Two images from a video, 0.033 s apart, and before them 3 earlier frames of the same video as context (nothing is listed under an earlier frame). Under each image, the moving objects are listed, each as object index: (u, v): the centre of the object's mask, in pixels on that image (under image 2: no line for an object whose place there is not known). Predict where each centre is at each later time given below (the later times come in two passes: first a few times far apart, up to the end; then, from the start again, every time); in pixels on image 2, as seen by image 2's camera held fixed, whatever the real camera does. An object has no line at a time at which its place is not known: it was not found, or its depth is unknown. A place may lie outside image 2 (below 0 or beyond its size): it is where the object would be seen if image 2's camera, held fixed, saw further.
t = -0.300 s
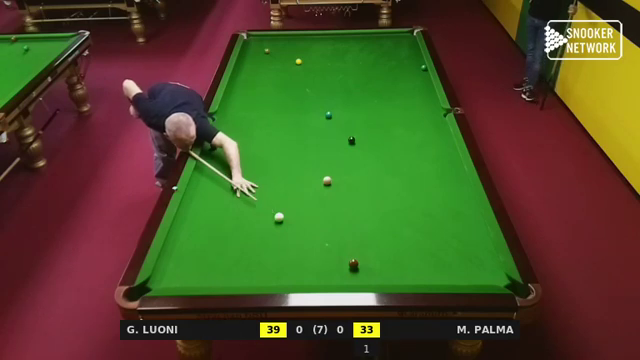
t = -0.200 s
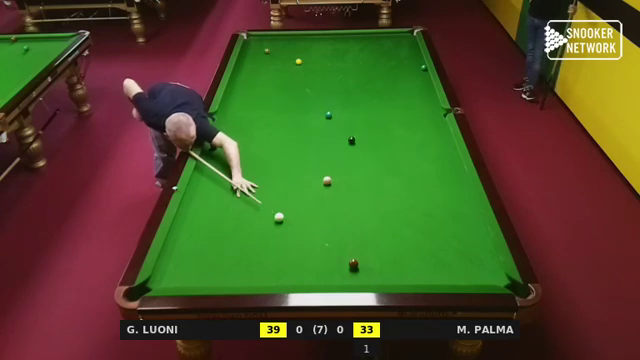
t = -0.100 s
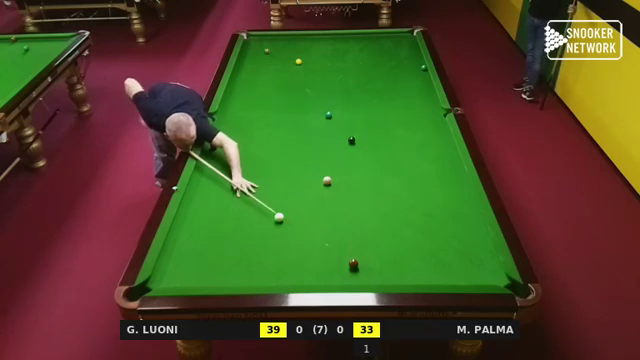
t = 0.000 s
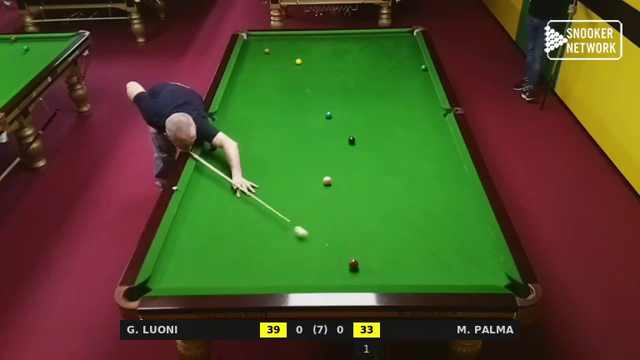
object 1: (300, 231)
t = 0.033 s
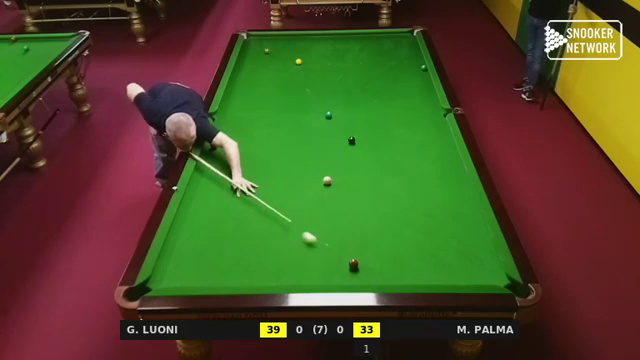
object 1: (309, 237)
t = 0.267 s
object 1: (343, 279)
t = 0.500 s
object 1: (348, 251)
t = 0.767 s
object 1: (355, 224)
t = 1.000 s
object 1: (360, 204)
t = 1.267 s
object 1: (365, 184)
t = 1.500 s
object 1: (369, 169)
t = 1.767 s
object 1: (374, 153)
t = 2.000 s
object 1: (377, 141)
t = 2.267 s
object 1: (380, 129)
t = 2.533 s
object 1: (384, 118)
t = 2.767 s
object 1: (386, 109)
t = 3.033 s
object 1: (389, 100)
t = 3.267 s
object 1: (391, 93)
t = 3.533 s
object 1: (393, 86)
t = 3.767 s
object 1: (395, 80)
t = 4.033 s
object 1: (397, 75)
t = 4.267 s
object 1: (398, 70)
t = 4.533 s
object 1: (400, 65)
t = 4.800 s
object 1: (401, 61)
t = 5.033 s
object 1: (402, 57)
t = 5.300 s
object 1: (403, 54)
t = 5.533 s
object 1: (404, 52)
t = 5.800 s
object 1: (405, 49)
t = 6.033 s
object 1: (406, 47)
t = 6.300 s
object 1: (406, 45)
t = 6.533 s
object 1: (407, 44)
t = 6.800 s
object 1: (407, 43)
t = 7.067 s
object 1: (408, 42)
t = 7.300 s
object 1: (408, 41)
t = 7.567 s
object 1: (408, 41)
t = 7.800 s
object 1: (408, 41)
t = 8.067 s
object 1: (408, 41)
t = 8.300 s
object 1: (408, 41)
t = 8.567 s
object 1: (408, 41)
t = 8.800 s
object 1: (408, 41)
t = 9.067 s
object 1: (408, 41)
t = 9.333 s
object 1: (408, 41)
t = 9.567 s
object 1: (408, 41)
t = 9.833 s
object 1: (408, 41)
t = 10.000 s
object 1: (408, 41)
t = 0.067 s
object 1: (317, 244)
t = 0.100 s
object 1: (326, 250)
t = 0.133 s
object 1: (335, 256)
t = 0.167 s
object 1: (342, 262)
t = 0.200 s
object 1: (342, 268)
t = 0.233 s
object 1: (342, 274)
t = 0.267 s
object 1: (343, 279)
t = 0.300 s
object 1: (343, 276)
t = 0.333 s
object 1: (344, 271)
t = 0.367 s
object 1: (344, 266)
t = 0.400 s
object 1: (345, 262)
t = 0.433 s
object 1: (346, 258)
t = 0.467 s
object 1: (347, 255)
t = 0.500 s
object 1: (348, 251)
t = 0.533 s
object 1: (349, 248)
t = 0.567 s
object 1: (350, 244)
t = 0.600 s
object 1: (351, 241)
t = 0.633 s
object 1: (351, 237)
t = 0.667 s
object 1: (352, 234)
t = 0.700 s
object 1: (353, 231)
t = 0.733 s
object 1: (354, 227)
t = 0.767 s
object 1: (355, 224)
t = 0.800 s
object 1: (355, 221)
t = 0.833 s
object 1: (356, 218)
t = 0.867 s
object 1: (357, 215)
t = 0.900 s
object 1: (358, 212)
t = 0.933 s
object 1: (358, 210)
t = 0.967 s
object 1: (359, 207)
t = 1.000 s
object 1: (360, 204)
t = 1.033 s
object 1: (360, 202)
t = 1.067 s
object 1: (361, 199)
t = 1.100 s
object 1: (362, 196)
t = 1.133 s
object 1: (363, 194)
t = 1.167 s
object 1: (363, 191)
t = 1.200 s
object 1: (364, 189)
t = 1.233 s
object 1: (364, 186)
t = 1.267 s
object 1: (365, 184)
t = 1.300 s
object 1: (366, 182)
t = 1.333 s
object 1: (366, 180)
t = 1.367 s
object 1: (367, 177)
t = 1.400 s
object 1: (368, 175)
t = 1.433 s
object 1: (368, 173)
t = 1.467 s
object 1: (369, 171)
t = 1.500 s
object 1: (369, 169)
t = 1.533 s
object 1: (370, 167)
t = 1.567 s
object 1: (371, 165)
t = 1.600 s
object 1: (371, 163)
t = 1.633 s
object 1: (372, 161)
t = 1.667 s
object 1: (372, 159)
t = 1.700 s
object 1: (373, 157)
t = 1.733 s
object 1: (373, 155)
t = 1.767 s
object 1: (374, 153)
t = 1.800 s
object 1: (374, 152)
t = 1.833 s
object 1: (375, 150)
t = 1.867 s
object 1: (375, 148)
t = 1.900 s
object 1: (376, 146)
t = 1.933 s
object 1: (376, 145)
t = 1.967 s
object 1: (377, 143)
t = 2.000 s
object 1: (377, 141)
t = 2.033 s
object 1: (378, 140)
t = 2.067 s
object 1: (378, 138)
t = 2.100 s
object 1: (378, 136)
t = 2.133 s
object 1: (379, 135)
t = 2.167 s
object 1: (379, 133)
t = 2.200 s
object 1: (380, 132)
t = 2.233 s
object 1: (380, 130)
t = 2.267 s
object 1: (380, 129)
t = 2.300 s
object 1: (381, 127)
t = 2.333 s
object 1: (381, 126)
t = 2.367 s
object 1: (382, 125)
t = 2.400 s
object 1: (382, 123)
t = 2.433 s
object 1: (383, 122)
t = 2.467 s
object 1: (383, 121)
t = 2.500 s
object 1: (383, 119)
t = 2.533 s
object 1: (384, 118)
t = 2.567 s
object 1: (384, 117)
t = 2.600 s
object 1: (384, 115)
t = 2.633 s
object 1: (385, 114)
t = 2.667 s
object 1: (385, 113)
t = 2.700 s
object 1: (385, 112)
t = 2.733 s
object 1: (386, 110)
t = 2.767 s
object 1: (386, 109)
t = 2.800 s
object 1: (386, 108)
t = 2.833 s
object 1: (387, 107)
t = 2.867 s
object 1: (387, 105)
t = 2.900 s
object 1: (388, 105)
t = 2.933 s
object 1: (388, 104)
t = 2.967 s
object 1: (388, 102)
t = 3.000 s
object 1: (388, 101)
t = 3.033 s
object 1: (389, 100)
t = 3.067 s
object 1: (389, 99)
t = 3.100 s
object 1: (389, 98)
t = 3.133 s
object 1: (389, 97)
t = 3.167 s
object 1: (390, 96)
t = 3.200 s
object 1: (390, 95)
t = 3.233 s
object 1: (391, 94)
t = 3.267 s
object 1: (391, 93)
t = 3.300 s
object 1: (391, 92)
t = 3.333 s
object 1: (391, 91)
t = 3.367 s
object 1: (392, 91)
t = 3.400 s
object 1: (392, 90)
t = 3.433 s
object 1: (393, 89)
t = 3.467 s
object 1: (393, 88)
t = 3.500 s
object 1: (393, 87)
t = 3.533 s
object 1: (393, 86)
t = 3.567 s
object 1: (393, 85)
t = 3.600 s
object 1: (394, 84)
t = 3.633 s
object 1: (394, 84)
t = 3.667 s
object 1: (394, 83)
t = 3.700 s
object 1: (394, 82)
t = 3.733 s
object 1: (394, 81)
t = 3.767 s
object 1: (395, 80)
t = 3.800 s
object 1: (395, 80)
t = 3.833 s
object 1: (395, 79)
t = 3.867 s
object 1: (396, 78)
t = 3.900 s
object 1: (396, 77)
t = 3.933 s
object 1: (396, 77)
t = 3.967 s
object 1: (396, 76)
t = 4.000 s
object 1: (396, 75)
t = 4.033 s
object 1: (397, 75)
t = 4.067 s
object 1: (397, 74)
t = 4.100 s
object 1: (397, 73)
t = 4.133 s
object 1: (397, 73)
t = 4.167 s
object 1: (398, 72)
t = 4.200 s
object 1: (398, 71)
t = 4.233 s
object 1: (398, 71)
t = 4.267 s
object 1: (398, 70)
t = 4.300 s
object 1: (398, 69)
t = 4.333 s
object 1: (399, 69)
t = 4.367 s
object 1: (399, 68)
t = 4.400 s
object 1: (399, 67)
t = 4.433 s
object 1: (399, 67)
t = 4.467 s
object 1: (399, 66)
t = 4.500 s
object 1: (400, 65)
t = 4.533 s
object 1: (400, 65)
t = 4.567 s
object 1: (400, 64)
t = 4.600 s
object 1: (400, 63)
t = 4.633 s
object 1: (400, 63)
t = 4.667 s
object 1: (400, 63)
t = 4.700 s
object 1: (401, 62)
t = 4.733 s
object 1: (401, 62)
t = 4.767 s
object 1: (401, 61)
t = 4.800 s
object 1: (401, 61)
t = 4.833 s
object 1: (401, 60)
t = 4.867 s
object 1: (402, 60)
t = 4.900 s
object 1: (402, 59)
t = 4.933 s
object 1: (402, 59)
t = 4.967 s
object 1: (402, 58)
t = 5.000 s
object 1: (402, 58)
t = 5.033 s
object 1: (402, 57)
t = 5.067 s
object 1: (403, 57)
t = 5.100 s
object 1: (403, 57)
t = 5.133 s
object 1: (403, 56)
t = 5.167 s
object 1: (403, 56)
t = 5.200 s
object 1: (403, 55)
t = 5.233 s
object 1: (403, 55)
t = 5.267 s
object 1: (403, 55)
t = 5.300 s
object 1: (403, 54)
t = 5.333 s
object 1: (403, 54)
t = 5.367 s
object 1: (404, 53)
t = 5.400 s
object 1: (404, 53)
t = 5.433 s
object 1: (404, 53)
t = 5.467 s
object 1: (404, 52)
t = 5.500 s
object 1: (404, 52)
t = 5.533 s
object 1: (404, 52)
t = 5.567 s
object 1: (404, 51)
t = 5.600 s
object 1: (404, 51)
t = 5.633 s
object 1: (404, 51)
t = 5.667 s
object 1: (405, 50)
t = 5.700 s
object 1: (405, 50)
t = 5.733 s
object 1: (405, 50)
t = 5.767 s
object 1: (405, 49)
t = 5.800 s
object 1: (405, 49)
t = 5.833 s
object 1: (405, 49)
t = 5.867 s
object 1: (405, 49)
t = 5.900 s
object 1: (405, 48)
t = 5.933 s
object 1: (405, 48)
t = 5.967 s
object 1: (406, 48)
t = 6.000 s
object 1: (405, 48)
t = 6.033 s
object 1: (406, 47)
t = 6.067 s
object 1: (406, 47)
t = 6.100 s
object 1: (406, 47)
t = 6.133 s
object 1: (406, 46)
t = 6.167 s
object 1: (406, 46)
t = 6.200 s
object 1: (406, 46)
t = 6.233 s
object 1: (406, 46)
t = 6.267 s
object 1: (407, 45)
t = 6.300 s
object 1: (406, 45)
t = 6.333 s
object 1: (407, 45)
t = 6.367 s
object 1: (407, 45)
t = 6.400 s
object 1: (407, 45)
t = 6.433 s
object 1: (407, 44)
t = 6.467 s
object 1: (407, 44)
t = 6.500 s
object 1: (407, 44)
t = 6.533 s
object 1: (407, 44)
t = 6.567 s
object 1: (407, 44)
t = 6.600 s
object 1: (407, 44)
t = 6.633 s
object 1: (407, 43)
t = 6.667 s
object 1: (407, 43)
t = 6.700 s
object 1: (407, 43)
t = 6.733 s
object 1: (407, 43)
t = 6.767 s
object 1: (407, 43)
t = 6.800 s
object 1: (407, 43)
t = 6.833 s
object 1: (407, 43)
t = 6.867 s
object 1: (408, 42)
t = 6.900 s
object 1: (408, 42)
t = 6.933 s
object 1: (408, 42)
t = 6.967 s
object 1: (408, 42)
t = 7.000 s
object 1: (408, 42)
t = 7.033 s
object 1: (408, 42)
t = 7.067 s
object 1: (408, 42)
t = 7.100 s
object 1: (408, 42)
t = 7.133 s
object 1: (408, 42)
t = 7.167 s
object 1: (408, 42)
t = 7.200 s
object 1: (408, 42)
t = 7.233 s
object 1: (408, 42)
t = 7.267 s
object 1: (408, 41)
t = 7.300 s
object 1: (408, 41)
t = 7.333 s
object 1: (408, 41)
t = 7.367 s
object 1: (408, 41)
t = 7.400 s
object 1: (408, 41)
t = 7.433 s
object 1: (408, 41)
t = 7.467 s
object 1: (408, 41)
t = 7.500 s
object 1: (408, 41)
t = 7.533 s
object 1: (408, 41)
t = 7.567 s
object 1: (408, 41)
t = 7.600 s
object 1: (408, 41)
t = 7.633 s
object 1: (408, 41)
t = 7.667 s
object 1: (408, 41)
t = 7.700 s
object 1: (408, 41)
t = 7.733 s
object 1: (408, 41)
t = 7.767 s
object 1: (408, 41)
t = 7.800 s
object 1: (408, 41)
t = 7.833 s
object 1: (408, 41)
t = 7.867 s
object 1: (408, 41)
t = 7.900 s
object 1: (408, 41)
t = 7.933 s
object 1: (408, 41)
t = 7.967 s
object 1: (408, 41)
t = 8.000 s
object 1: (408, 41)
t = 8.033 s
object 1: (408, 41)
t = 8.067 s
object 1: (408, 41)
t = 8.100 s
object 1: (408, 41)
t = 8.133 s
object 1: (408, 41)
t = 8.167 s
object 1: (408, 41)
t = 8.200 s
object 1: (408, 41)
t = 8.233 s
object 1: (408, 41)
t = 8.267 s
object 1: (408, 41)
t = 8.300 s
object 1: (408, 41)
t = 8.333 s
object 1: (408, 41)
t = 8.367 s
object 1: (408, 41)
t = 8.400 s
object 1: (408, 41)
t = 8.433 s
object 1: (408, 41)
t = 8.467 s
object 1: (408, 41)
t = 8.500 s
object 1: (408, 41)
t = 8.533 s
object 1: (408, 41)
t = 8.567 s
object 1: (408, 41)
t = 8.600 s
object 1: (408, 41)
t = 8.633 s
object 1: (408, 41)
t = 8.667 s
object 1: (408, 41)
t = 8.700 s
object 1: (408, 41)
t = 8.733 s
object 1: (408, 41)
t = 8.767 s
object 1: (408, 41)
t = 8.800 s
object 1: (408, 41)
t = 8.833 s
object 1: (408, 41)
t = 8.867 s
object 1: (408, 41)
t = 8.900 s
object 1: (408, 41)
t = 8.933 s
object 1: (408, 41)
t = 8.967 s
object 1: (408, 41)
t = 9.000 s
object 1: (408, 41)
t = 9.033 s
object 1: (408, 41)
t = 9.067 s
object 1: (408, 41)
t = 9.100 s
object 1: (408, 41)
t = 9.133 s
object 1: (408, 41)
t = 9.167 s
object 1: (408, 41)
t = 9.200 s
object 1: (408, 41)
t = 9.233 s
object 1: (408, 41)
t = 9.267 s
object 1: (408, 41)
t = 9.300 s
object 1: (408, 41)
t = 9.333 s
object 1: (408, 41)
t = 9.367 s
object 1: (408, 41)
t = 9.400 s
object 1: (408, 41)
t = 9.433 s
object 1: (408, 41)
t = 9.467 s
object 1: (408, 41)
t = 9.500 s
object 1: (408, 41)
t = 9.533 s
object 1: (408, 41)
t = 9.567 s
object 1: (408, 41)
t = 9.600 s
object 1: (408, 41)
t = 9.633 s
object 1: (408, 41)
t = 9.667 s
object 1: (408, 41)
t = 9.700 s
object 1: (408, 41)
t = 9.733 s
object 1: (408, 41)
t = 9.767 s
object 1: (408, 41)
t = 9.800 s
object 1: (408, 41)
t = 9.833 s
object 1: (408, 41)
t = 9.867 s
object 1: (408, 41)
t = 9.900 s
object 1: (408, 41)
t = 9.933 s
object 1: (408, 41)
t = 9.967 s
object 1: (408, 41)
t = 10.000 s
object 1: (408, 41)
